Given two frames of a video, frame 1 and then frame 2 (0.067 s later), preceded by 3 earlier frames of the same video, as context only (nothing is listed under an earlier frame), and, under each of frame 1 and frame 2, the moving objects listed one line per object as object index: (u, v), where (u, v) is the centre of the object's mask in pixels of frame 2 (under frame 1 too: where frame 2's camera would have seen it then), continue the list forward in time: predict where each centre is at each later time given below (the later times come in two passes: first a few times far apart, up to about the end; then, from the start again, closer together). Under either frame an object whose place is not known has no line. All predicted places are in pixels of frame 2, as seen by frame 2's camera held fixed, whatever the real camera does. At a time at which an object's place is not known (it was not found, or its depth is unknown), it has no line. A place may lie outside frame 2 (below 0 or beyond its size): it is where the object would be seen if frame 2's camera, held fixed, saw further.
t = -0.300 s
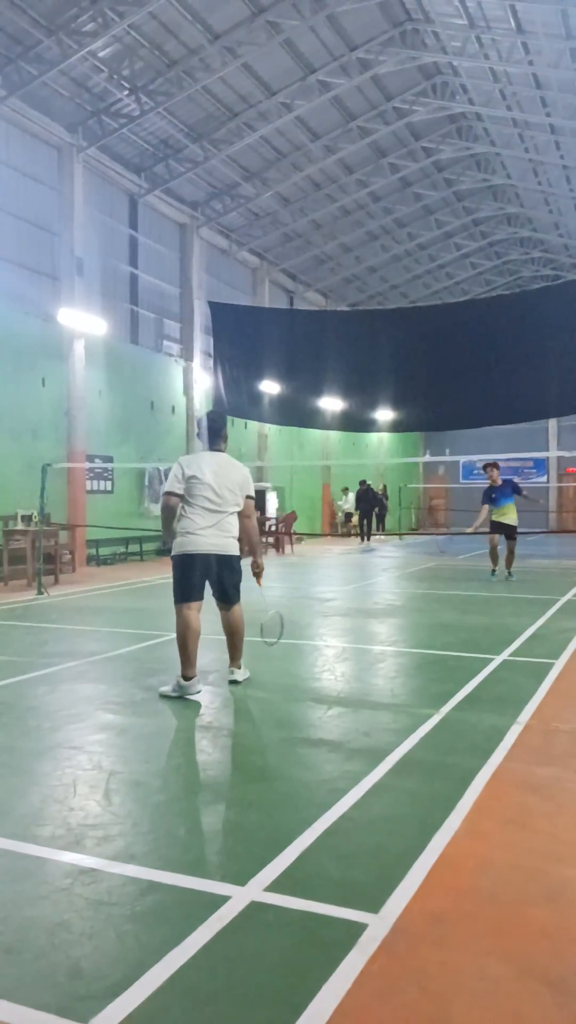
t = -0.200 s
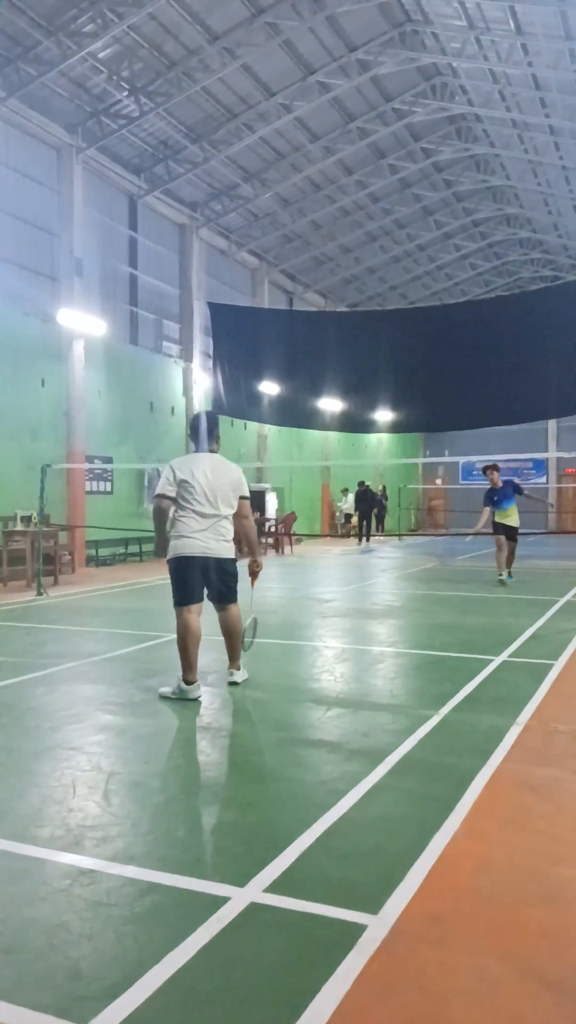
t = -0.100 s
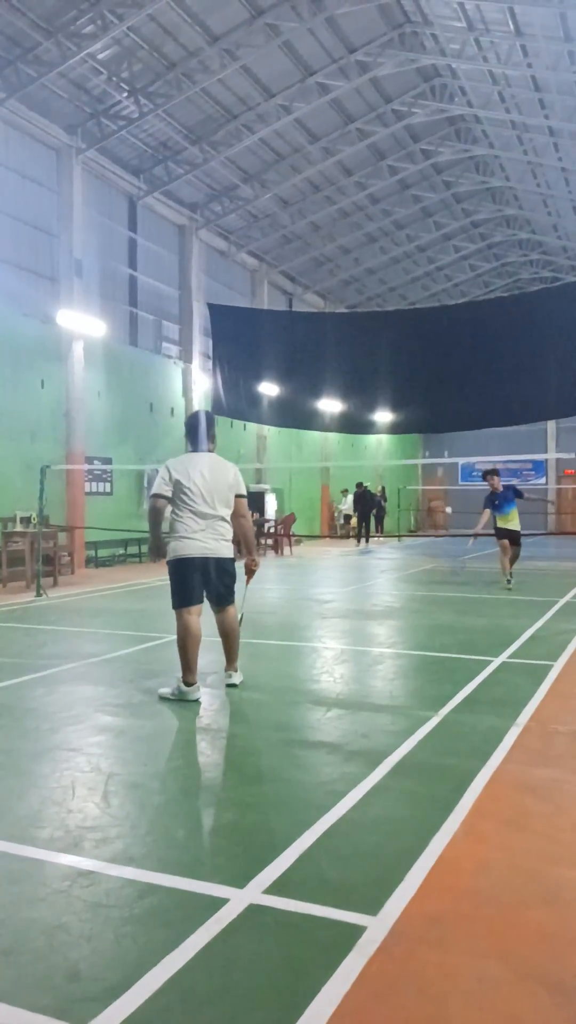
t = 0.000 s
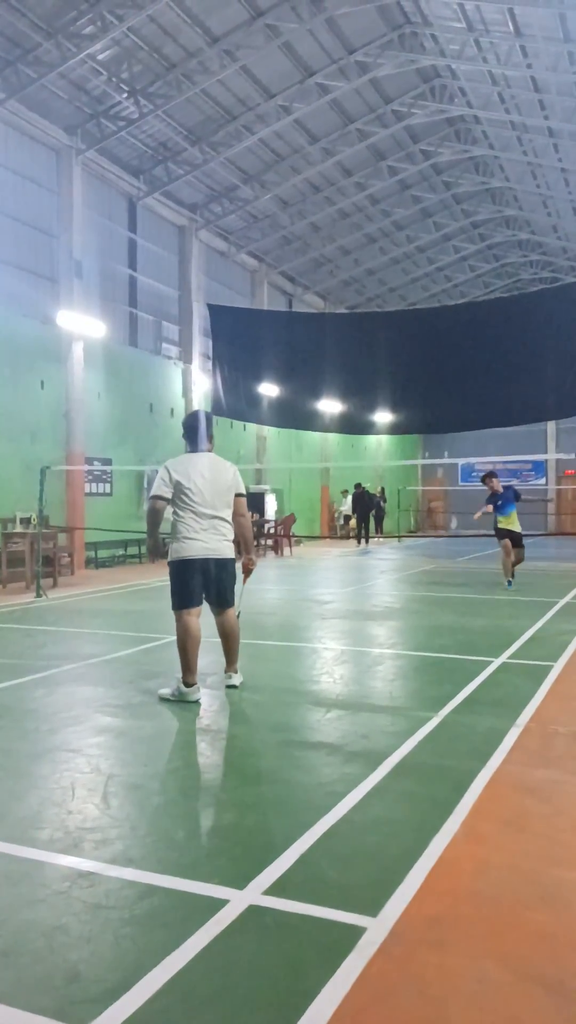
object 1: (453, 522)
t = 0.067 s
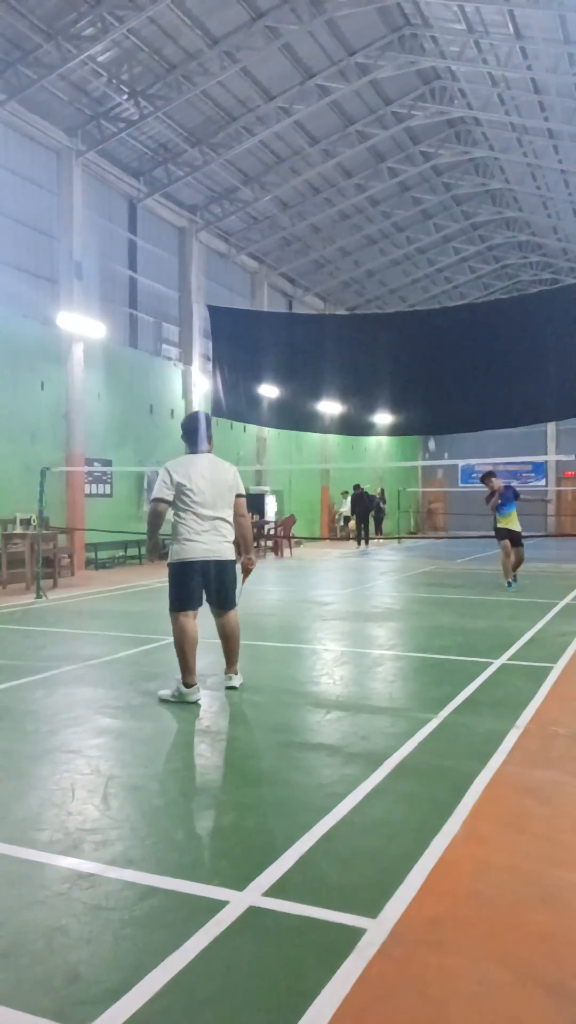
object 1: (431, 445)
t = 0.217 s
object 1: (397, 309)
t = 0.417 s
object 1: (355, 184)
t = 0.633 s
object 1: (308, 107)
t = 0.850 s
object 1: (256, 91)
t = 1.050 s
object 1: (204, 144)
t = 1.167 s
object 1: (176, 205)
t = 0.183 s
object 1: (405, 336)
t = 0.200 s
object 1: (401, 322)
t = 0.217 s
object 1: (397, 309)
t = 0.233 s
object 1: (394, 297)
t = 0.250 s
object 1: (391, 284)
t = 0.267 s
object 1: (388, 272)
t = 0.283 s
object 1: (384, 260)
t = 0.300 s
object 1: (380, 250)
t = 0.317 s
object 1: (376, 239)
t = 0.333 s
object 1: (374, 229)
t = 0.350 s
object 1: (370, 220)
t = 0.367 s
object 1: (367, 209)
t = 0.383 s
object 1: (363, 201)
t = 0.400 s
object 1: (359, 192)
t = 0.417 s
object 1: (355, 184)
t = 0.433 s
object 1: (352, 176)
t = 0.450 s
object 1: (348, 169)
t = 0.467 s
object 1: (345, 161)
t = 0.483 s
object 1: (341, 154)
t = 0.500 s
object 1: (337, 147)
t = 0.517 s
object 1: (334, 141)
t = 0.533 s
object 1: (330, 135)
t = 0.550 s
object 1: (326, 129)
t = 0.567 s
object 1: (323, 124)
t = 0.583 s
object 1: (319, 119)
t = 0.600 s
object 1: (315, 115)
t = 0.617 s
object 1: (312, 110)
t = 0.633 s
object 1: (308, 107)
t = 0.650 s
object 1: (304, 104)
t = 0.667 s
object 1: (300, 100)
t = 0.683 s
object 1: (296, 97)
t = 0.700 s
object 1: (293, 95)
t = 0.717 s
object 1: (289, 93)
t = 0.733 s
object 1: (285, 91)
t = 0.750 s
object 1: (281, 90)
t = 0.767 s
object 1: (277, 89)
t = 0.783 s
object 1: (273, 89)
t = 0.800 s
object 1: (269, 89)
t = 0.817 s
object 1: (265, 90)
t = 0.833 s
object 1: (260, 90)
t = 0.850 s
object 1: (256, 91)
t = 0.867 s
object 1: (252, 93)
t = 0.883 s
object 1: (247, 95)
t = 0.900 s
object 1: (243, 98)
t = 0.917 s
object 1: (239, 101)
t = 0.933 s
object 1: (234, 105)
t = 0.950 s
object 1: (230, 109)
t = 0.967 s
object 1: (226, 114)
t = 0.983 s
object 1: (222, 119)
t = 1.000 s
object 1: (217, 124)
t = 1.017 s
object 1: (212, 131)
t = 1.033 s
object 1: (208, 137)
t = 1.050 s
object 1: (204, 144)
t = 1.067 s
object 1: (200, 151)
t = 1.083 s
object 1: (196, 159)
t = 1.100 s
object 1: (192, 167)
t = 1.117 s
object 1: (188, 176)
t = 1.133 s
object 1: (184, 186)
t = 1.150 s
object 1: (180, 196)
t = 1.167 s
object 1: (176, 205)
